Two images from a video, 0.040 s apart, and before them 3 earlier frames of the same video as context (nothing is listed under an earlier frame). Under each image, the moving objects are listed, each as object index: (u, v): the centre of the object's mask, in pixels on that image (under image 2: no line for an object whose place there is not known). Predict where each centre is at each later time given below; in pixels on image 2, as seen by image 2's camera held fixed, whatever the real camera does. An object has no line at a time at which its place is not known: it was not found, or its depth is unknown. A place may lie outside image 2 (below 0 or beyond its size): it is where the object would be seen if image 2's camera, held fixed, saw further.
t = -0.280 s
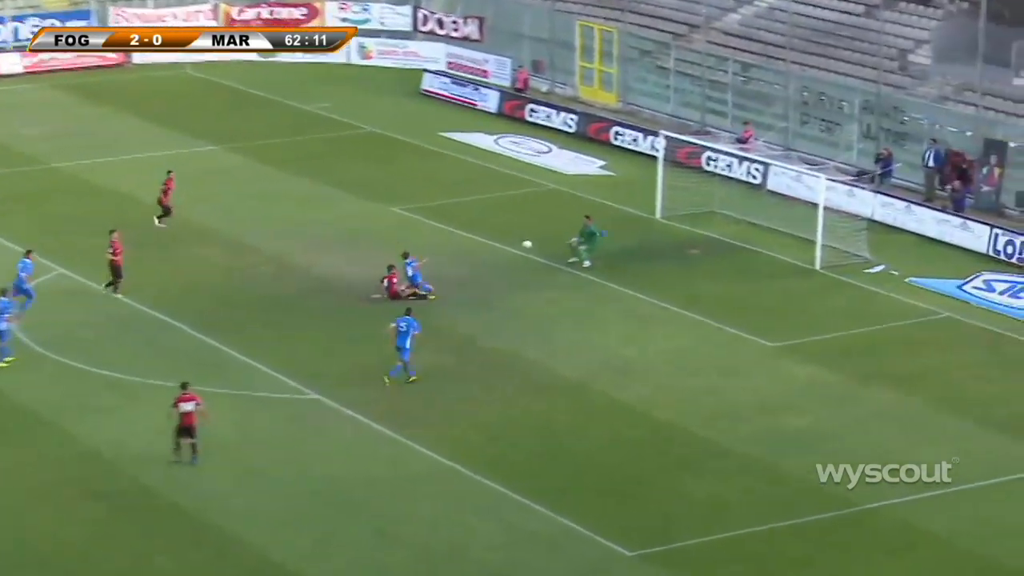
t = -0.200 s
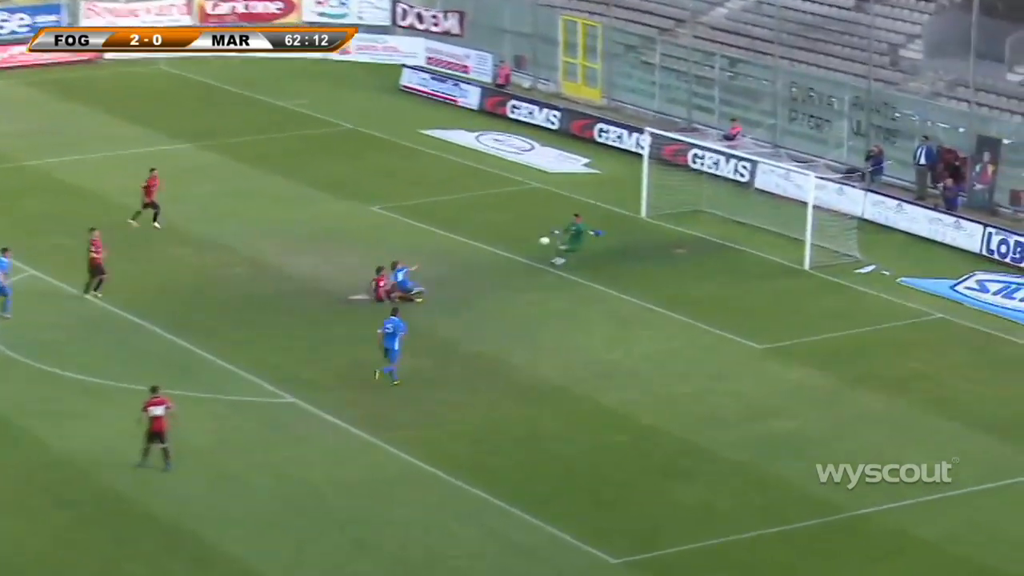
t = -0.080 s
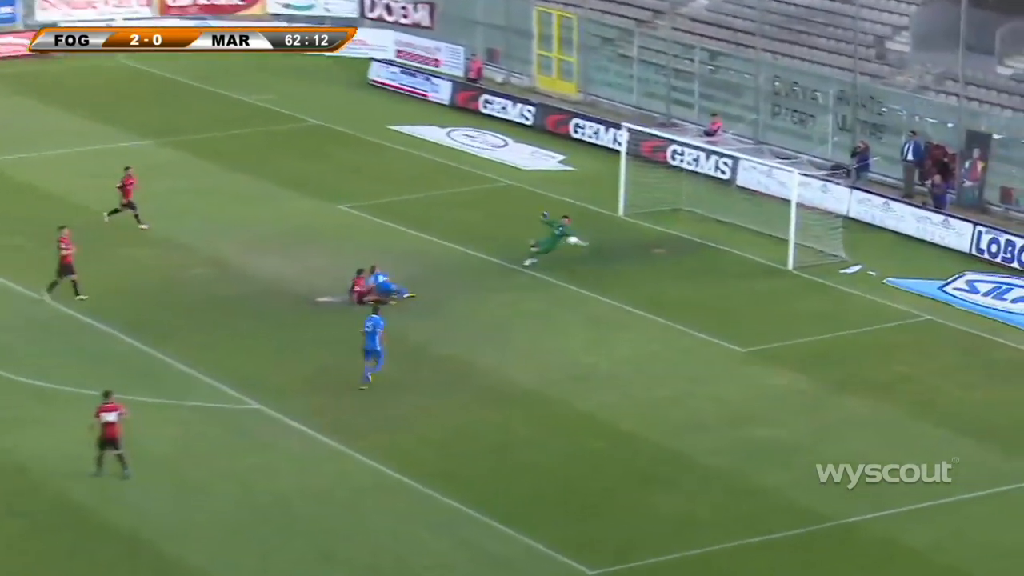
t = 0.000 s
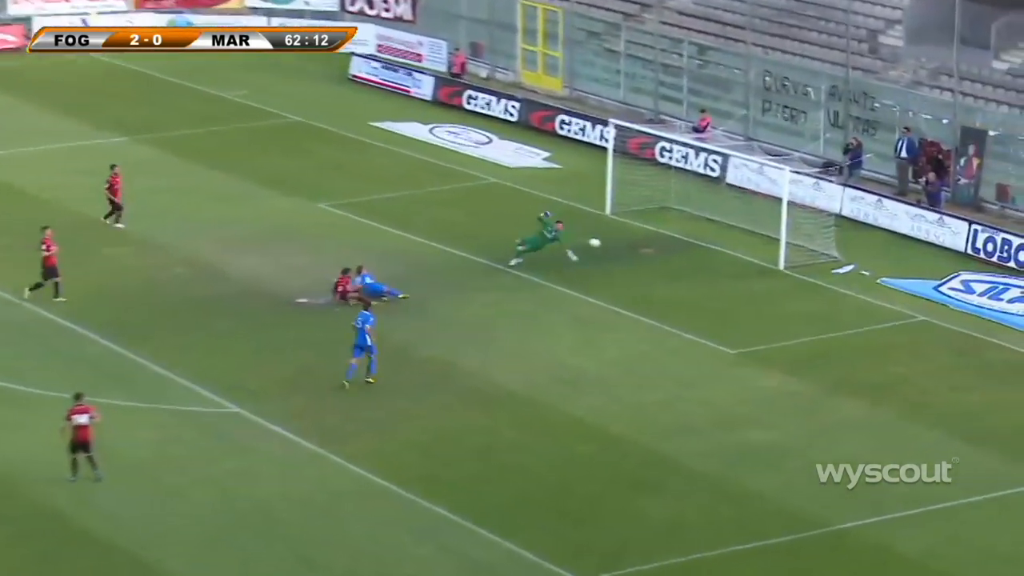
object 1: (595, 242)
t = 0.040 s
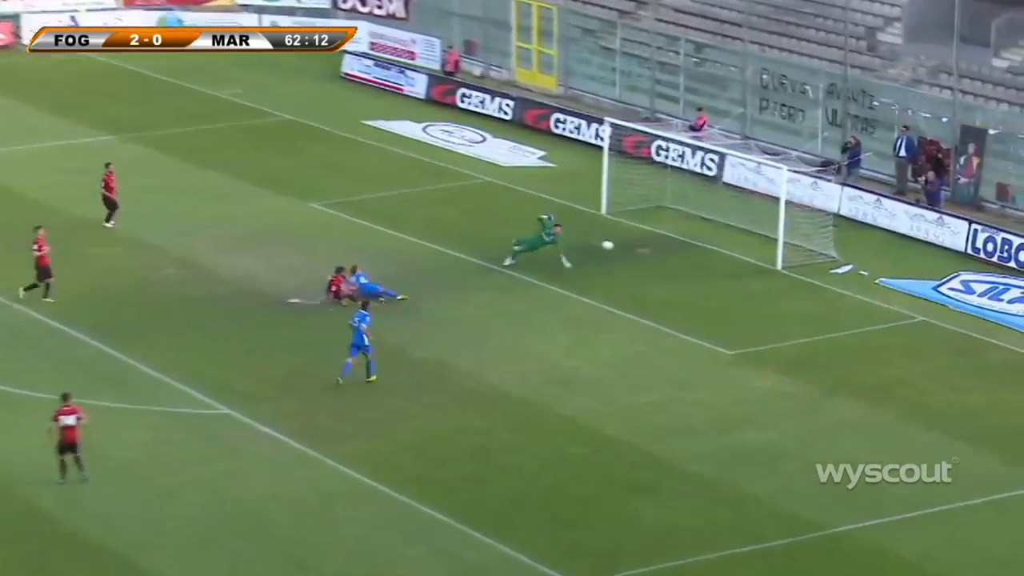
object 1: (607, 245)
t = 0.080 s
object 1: (625, 249)
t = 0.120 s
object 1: (643, 252)
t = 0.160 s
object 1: (660, 257)
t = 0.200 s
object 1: (678, 262)
